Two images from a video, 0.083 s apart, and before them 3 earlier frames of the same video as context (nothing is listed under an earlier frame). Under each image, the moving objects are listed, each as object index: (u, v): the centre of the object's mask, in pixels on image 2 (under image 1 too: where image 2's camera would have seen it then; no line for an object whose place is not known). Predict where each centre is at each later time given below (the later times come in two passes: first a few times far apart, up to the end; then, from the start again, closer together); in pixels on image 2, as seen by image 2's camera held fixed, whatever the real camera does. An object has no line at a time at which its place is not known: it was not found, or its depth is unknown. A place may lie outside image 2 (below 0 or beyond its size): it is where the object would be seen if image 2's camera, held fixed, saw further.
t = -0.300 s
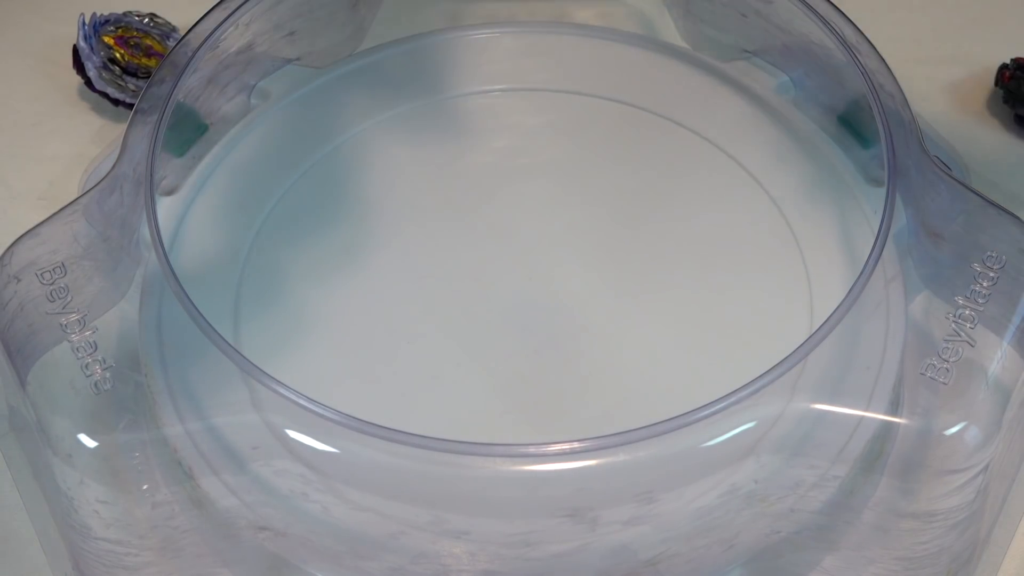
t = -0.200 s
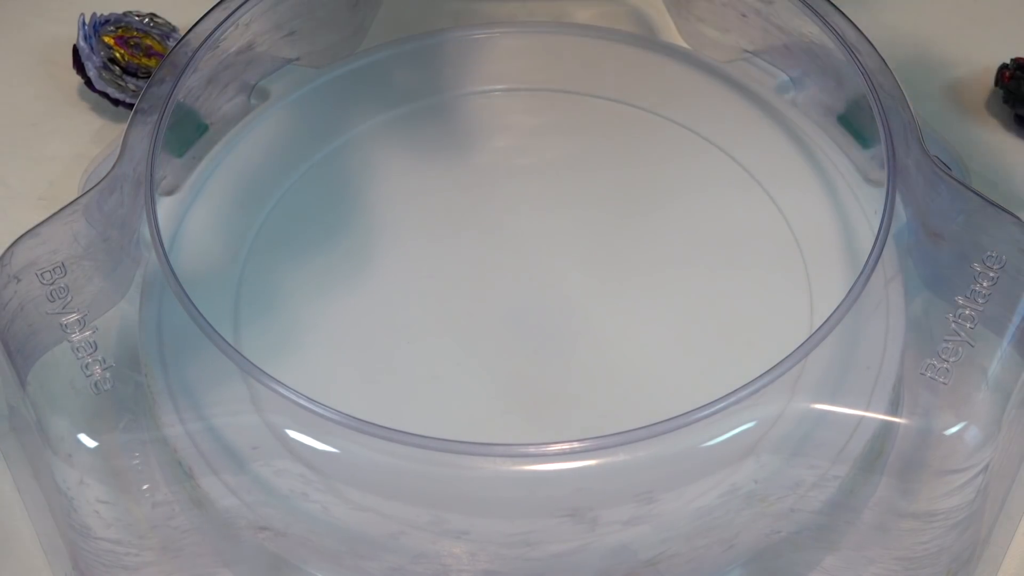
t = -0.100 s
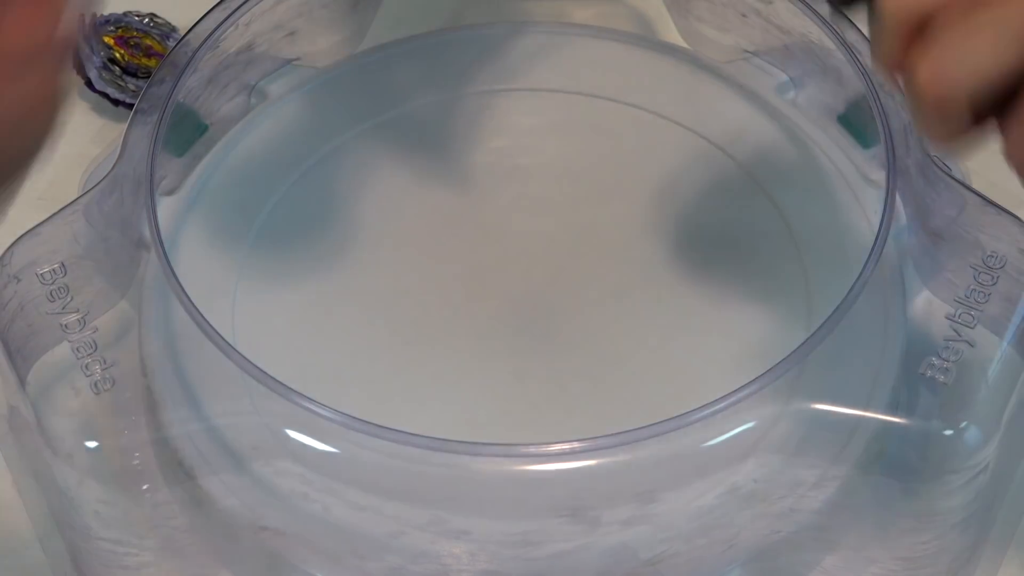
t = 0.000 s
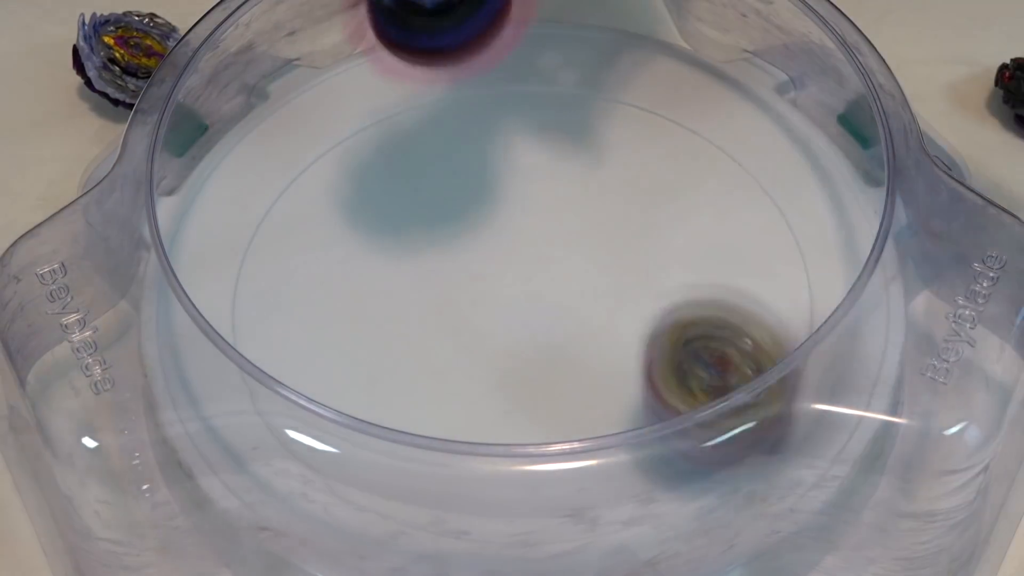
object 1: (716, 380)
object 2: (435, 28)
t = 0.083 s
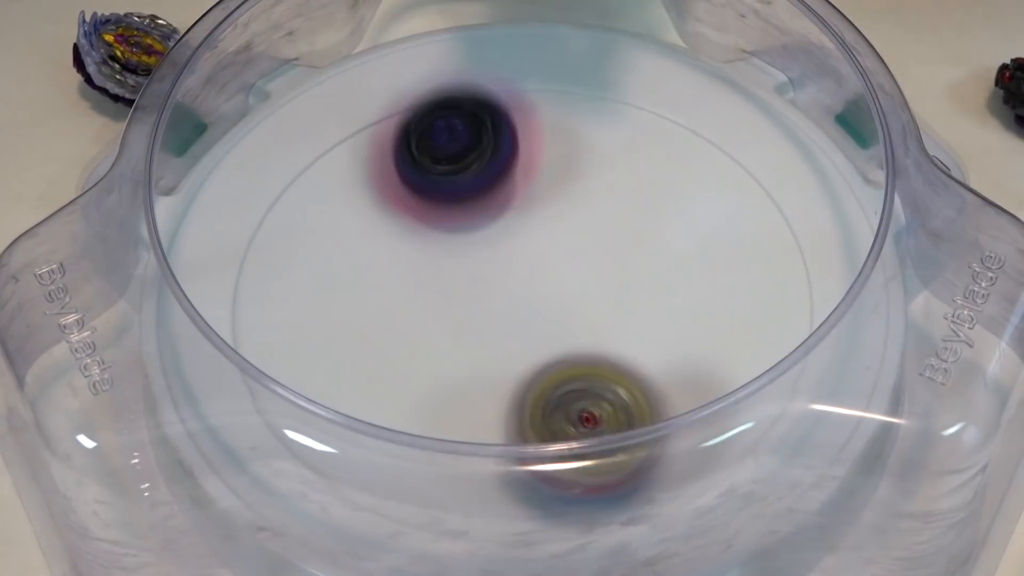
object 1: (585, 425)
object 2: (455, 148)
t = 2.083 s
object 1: (343, 112)
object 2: (254, 298)
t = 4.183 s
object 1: (635, 334)
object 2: (746, 420)
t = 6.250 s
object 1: (612, 207)
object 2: (556, 524)
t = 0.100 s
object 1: (558, 432)
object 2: (456, 157)
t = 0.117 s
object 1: (531, 426)
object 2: (456, 160)
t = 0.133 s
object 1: (501, 417)
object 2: (456, 168)
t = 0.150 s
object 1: (477, 402)
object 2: (457, 181)
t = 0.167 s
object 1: (455, 397)
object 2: (460, 194)
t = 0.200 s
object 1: (411, 384)
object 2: (470, 220)
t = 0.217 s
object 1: (393, 376)
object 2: (477, 238)
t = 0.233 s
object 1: (377, 367)
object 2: (486, 254)
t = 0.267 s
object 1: (352, 344)
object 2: (506, 289)
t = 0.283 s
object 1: (344, 333)
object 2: (519, 307)
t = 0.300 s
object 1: (337, 321)
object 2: (532, 324)
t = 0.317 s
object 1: (333, 311)
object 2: (547, 344)
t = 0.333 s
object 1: (332, 299)
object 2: (563, 361)
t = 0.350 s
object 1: (332, 290)
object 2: (579, 378)
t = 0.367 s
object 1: (335, 280)
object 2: (596, 386)
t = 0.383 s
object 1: (340, 271)
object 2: (617, 403)
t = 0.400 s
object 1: (347, 264)
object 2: (635, 417)
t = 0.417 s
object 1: (355, 258)
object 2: (654, 424)
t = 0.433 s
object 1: (364, 254)
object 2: (674, 440)
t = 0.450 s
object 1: (374, 250)
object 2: (692, 446)
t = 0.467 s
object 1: (386, 248)
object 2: (707, 449)
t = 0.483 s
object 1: (397, 247)
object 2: (710, 437)
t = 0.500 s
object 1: (409, 247)
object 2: (712, 430)
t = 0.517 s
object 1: (422, 248)
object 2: (713, 424)
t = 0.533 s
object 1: (434, 249)
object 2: (713, 418)
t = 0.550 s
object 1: (446, 248)
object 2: (710, 403)
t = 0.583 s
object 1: (471, 246)
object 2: (707, 380)
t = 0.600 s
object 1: (484, 243)
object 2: (705, 369)
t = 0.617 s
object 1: (496, 240)
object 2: (701, 350)
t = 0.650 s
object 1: (519, 230)
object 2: (699, 326)
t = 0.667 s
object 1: (530, 225)
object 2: (695, 311)
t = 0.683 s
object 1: (539, 218)
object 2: (693, 297)
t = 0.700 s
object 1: (547, 213)
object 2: (690, 282)
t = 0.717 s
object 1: (552, 205)
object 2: (690, 269)
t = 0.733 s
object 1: (554, 189)
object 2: (689, 261)
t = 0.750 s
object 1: (557, 178)
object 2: (688, 254)
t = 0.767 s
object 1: (559, 169)
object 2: (687, 246)
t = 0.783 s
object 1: (559, 158)
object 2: (683, 240)
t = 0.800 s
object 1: (557, 142)
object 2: (678, 233)
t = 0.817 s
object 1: (554, 132)
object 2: (672, 227)
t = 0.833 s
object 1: (552, 126)
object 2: (664, 223)
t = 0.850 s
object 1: (550, 121)
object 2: (656, 217)
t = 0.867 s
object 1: (545, 112)
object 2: (646, 213)
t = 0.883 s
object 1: (540, 107)
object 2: (633, 210)
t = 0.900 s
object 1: (535, 102)
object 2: (620, 209)
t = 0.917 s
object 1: (528, 98)
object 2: (606, 207)
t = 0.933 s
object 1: (520, 95)
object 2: (590, 209)
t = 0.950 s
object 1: (515, 92)
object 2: (574, 213)
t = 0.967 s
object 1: (507, 90)
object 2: (558, 219)
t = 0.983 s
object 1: (499, 89)
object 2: (541, 226)
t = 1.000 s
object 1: (490, 90)
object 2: (525, 233)
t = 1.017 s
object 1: (480, 92)
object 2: (510, 242)
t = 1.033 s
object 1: (470, 96)
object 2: (495, 252)
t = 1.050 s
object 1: (460, 102)
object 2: (481, 263)
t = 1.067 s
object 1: (449, 108)
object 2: (469, 274)
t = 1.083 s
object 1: (436, 115)
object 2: (458, 287)
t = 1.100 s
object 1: (423, 124)
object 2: (448, 301)
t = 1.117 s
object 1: (411, 134)
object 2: (440, 314)
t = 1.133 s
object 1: (397, 145)
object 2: (433, 330)
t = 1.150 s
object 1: (383, 156)
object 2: (427, 343)
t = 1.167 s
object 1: (368, 168)
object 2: (423, 357)
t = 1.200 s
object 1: (340, 202)
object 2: (421, 382)
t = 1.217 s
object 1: (328, 218)
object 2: (423, 390)
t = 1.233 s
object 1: (319, 235)
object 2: (423, 411)
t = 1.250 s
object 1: (312, 256)
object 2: (426, 427)
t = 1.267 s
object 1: (307, 278)
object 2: (433, 440)
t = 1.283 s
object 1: (305, 302)
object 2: (440, 453)
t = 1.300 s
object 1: (308, 321)
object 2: (451, 469)
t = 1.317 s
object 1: (317, 339)
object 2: (463, 478)
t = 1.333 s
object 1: (330, 354)
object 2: (478, 487)
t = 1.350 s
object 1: (338, 382)
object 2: (495, 506)
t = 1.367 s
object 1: (355, 407)
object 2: (515, 508)
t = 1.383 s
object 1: (373, 413)
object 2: (536, 507)
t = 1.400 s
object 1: (387, 428)
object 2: (562, 505)
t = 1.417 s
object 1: (403, 436)
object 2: (590, 498)
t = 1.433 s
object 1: (422, 438)
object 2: (618, 476)
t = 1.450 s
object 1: (436, 453)
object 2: (640, 459)
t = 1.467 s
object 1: (455, 455)
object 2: (661, 444)
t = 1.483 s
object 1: (478, 457)
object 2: (680, 430)
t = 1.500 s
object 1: (499, 446)
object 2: (703, 421)
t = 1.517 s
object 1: (521, 446)
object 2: (724, 398)
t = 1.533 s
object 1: (546, 443)
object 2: (746, 380)
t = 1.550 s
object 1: (568, 437)
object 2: (762, 359)
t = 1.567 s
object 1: (592, 425)
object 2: (776, 339)
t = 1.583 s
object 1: (616, 418)
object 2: (782, 317)
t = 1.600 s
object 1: (633, 400)
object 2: (778, 291)
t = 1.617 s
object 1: (657, 391)
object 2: (783, 271)
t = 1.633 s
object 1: (676, 376)
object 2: (783, 250)
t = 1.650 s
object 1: (687, 353)
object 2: (779, 227)
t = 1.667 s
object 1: (703, 337)
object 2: (767, 206)
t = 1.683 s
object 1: (720, 321)
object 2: (752, 186)
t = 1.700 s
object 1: (735, 303)
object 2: (736, 166)
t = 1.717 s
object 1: (740, 277)
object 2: (718, 148)
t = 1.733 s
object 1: (749, 260)
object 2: (699, 131)
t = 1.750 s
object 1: (754, 240)
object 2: (676, 115)
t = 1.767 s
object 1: (757, 216)
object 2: (652, 103)
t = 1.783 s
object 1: (758, 195)
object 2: (628, 92)
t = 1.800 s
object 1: (756, 176)
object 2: (602, 85)
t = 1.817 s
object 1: (751, 155)
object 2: (575, 81)
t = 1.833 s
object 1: (743, 134)
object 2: (547, 79)
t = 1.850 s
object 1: (737, 121)
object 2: (516, 79)
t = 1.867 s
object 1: (719, 109)
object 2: (487, 81)
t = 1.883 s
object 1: (696, 104)
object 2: (459, 85)
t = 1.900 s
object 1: (671, 95)
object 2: (428, 92)
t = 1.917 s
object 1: (645, 88)
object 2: (400, 99)
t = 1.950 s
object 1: (592, 74)
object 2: (344, 121)
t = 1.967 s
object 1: (565, 68)
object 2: (320, 138)
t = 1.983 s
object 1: (534, 63)
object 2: (304, 156)
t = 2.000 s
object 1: (504, 61)
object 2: (284, 178)
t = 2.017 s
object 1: (472, 65)
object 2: (270, 196)
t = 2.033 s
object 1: (440, 75)
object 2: (255, 220)
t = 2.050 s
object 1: (406, 84)
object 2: (246, 246)
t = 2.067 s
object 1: (374, 98)
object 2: (247, 274)
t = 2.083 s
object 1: (343, 112)
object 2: (254, 298)
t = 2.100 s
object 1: (315, 136)
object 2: (253, 331)
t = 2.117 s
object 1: (290, 158)
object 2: (265, 359)
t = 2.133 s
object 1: (268, 186)
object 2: (280, 384)
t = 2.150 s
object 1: (253, 219)
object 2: (301, 410)
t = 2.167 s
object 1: (242, 253)
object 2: (324, 433)
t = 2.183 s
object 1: (247, 285)
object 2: (354, 453)
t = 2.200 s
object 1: (260, 314)
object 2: (387, 471)
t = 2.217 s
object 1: (265, 361)
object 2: (418, 496)
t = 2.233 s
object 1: (293, 393)
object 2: (454, 499)
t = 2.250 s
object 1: (320, 429)
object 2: (492, 507)
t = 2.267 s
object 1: (366, 458)
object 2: (532, 506)
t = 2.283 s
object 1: (403, 472)
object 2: (584, 499)
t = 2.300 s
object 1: (442, 498)
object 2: (634, 470)
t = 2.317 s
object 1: (482, 504)
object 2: (681, 447)
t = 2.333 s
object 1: (531, 504)
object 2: (727, 428)
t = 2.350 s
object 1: (574, 498)
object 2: (772, 411)
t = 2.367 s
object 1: (621, 492)
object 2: (812, 391)
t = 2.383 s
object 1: (661, 465)
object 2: (853, 374)
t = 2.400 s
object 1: (700, 444)
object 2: (878, 344)
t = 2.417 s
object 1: (736, 419)
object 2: (896, 317)
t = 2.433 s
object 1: (768, 391)
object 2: (909, 297)
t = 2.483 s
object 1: (723, 327)
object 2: (884, 303)
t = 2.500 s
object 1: (697, 306)
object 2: (865, 322)
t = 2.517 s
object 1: (670, 286)
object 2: (841, 342)
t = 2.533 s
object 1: (641, 262)
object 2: (816, 358)
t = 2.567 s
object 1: (582, 215)
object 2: (761, 376)
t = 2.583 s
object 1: (554, 190)
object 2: (734, 392)
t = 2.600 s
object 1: (525, 167)
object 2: (707, 405)
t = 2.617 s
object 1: (494, 145)
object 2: (679, 416)
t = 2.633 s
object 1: (462, 121)
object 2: (650, 426)
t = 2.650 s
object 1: (434, 101)
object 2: (621, 433)
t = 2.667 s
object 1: (405, 84)
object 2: (590, 439)
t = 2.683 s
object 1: (377, 65)
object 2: (564, 456)
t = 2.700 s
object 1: (352, 55)
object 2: (536, 459)
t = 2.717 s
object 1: (340, 63)
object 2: (509, 460)
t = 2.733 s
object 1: (329, 80)
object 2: (478, 463)
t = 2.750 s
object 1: (321, 103)
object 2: (451, 466)
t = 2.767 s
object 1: (311, 130)
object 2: (425, 463)
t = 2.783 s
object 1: (305, 152)
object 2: (402, 458)
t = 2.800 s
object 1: (300, 176)
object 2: (381, 444)
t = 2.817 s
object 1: (297, 207)
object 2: (362, 435)
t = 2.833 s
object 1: (295, 237)
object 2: (344, 428)
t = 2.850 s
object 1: (295, 264)
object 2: (331, 410)
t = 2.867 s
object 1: (302, 289)
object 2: (312, 418)
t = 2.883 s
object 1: (318, 284)
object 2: (299, 441)
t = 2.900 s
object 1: (332, 277)
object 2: (289, 465)
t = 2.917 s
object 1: (348, 271)
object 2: (294, 475)
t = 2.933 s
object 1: (363, 265)
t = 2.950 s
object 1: (377, 257)
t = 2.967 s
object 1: (392, 252)
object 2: (384, 449)
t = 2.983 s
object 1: (407, 246)
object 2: (417, 448)
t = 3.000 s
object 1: (422, 240)
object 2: (452, 455)
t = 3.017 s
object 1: (437, 235)
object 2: (481, 436)
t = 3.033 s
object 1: (451, 229)
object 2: (506, 416)
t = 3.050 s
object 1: (464, 222)
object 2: (531, 395)
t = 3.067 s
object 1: (476, 216)
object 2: (553, 389)
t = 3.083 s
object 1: (488, 209)
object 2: (573, 375)
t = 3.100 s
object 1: (499, 204)
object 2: (594, 361)
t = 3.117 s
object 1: (509, 196)
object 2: (614, 346)
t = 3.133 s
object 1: (520, 192)
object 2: (628, 330)
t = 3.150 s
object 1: (530, 189)
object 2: (643, 314)
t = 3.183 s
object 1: (550, 188)
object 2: (666, 283)
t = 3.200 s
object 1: (556, 185)
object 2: (676, 267)
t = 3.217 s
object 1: (563, 184)
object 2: (685, 251)
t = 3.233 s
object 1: (567, 185)
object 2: (692, 239)
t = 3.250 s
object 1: (564, 179)
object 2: (703, 230)
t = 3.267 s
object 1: (559, 176)
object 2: (713, 220)
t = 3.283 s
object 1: (554, 174)
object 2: (721, 210)
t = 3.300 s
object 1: (548, 169)
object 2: (727, 202)
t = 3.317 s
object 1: (541, 166)
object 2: (730, 194)
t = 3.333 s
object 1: (535, 164)
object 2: (734, 187)
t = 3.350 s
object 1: (528, 160)
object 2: (735, 181)
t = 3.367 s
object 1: (521, 159)
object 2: (735, 175)
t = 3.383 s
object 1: (513, 156)
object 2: (734, 170)
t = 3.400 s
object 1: (505, 155)
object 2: (734, 166)
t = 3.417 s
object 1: (496, 153)
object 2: (731, 163)
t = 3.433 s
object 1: (488, 152)
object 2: (728, 161)
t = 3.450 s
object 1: (480, 152)
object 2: (724, 159)
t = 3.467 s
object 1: (472, 152)
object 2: (718, 157)
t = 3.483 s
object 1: (464, 152)
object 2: (712, 156)
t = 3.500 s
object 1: (455, 153)
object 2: (705, 155)
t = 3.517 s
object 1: (447, 154)
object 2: (696, 155)
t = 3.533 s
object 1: (440, 156)
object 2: (686, 158)
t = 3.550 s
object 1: (434, 160)
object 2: (674, 161)
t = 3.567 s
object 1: (429, 164)
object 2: (662, 165)
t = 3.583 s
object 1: (426, 170)
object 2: (649, 170)
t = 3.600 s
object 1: (425, 176)
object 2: (634, 178)
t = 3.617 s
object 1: (426, 183)
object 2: (620, 186)
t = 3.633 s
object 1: (429, 191)
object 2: (604, 197)
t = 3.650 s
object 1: (435, 199)
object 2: (589, 208)
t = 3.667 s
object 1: (442, 207)
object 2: (575, 220)
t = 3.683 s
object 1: (426, 206)
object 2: (587, 239)
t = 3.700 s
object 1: (402, 205)
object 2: (604, 257)
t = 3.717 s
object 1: (381, 203)
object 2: (618, 279)
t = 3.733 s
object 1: (359, 201)
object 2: (633, 304)
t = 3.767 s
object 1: (325, 203)
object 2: (656, 348)
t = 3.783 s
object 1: (311, 207)
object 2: (666, 359)
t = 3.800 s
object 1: (298, 211)
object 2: (679, 380)
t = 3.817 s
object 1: (287, 217)
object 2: (689, 398)
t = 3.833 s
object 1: (278, 225)
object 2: (700, 408)
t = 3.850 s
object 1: (272, 235)
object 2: (709, 421)
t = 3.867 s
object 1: (268, 247)
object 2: (716, 429)
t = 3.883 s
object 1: (268, 260)
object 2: (721, 431)
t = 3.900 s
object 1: (270, 275)
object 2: (726, 439)
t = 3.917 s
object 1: (276, 290)
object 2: (732, 451)
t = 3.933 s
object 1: (285, 305)
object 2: (737, 451)
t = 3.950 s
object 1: (299, 321)
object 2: (743, 454)
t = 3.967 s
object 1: (315, 335)
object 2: (746, 454)
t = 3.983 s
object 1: (334, 349)
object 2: (749, 456)
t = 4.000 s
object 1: (357, 362)
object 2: (749, 456)
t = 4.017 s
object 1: (382, 372)
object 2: (749, 457)
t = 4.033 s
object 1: (409, 381)
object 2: (747, 458)
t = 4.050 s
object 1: (438, 389)
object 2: (744, 458)
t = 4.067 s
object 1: (469, 393)
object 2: (741, 457)
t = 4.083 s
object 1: (500, 395)
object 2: (730, 444)
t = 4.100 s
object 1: (532, 394)
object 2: (725, 436)
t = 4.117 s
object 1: (561, 390)
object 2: (721, 437)
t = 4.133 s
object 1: (583, 383)
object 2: (725, 430)
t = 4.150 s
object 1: (600, 370)
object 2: (734, 424)
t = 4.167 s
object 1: (618, 357)
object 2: (741, 422)
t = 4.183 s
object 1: (635, 334)
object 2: (746, 420)
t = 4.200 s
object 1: (651, 316)
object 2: (748, 418)
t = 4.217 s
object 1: (666, 295)
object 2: (747, 416)
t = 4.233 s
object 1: (679, 274)
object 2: (744, 416)
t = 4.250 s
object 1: (686, 250)
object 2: (738, 415)
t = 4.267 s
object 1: (691, 230)
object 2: (731, 417)
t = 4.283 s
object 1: (696, 209)
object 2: (721, 414)
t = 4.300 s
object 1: (697, 188)
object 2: (705, 406)
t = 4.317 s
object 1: (696, 170)
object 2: (690, 400)
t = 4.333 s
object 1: (692, 149)
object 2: (677, 396)
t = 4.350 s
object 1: (689, 131)
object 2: (661, 386)
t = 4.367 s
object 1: (680, 112)
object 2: (647, 385)
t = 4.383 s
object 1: (669, 99)
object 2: (635, 383)
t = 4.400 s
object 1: (657, 85)
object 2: (625, 382)
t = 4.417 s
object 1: (643, 75)
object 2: (617, 381)
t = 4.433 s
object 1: (626, 70)
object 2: (611, 379)
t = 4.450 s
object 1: (605, 69)
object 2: (605, 377)
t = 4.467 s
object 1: (585, 68)
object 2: (600, 377)
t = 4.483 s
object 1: (565, 68)
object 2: (594, 377)
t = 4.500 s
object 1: (543, 68)
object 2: (587, 378)
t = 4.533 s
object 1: (500, 74)
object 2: (571, 378)
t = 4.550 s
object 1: (480, 81)
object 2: (565, 377)
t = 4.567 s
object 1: (462, 88)
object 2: (558, 374)
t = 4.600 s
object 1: (427, 108)
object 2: (548, 372)
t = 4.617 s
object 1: (412, 117)
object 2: (542, 371)
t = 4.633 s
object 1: (398, 130)
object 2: (535, 370)
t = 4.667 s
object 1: (374, 159)
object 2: (519, 367)
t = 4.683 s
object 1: (365, 176)
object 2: (510, 363)
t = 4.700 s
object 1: (361, 193)
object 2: (502, 361)
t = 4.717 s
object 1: (358, 211)
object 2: (494, 362)
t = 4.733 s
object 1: (359, 231)
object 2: (484, 360)
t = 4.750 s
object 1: (364, 249)
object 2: (476, 350)
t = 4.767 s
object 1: (363, 262)
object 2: (481, 354)
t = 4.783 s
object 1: (338, 252)
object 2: (512, 380)
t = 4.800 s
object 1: (315, 246)
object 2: (542, 391)
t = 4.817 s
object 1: (299, 237)
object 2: (569, 396)
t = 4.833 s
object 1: (285, 230)
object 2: (600, 422)
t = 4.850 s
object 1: (271, 224)
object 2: (627, 431)
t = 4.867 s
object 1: (259, 220)
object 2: (654, 452)
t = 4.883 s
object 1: (252, 219)
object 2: (673, 456)
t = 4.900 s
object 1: (249, 218)
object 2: (693, 465)
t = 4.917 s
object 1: (248, 220)
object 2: (706, 464)
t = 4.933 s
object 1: (249, 225)
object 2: (715, 462)
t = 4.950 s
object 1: (255, 233)
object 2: (723, 461)
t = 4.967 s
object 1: (262, 243)
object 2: (727, 461)
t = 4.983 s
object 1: (270, 252)
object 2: (730, 461)
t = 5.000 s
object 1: (277, 265)
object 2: (731, 460)
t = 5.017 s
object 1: (291, 277)
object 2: (730, 460)
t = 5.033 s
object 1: (306, 291)
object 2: (729, 460)
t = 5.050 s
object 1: (326, 303)
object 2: (727, 457)
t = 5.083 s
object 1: (364, 324)
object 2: (721, 454)
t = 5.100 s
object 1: (386, 331)
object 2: (719, 454)
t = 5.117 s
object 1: (412, 337)
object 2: (715, 454)
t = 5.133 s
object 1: (431, 339)
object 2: (705, 441)
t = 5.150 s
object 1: (456, 342)
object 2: (700, 439)
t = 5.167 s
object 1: (480, 341)
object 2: (695, 436)
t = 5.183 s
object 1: (506, 339)
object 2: (689, 433)
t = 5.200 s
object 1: (524, 334)
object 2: (684, 429)
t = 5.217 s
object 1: (548, 330)
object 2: (681, 428)
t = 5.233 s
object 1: (569, 322)
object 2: (675, 418)
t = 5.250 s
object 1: (590, 311)
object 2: (672, 419)
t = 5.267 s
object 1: (605, 302)
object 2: (671, 419)
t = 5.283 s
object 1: (622, 291)
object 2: (668, 418)
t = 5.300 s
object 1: (638, 279)
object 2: (667, 417)
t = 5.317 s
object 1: (649, 264)
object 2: (666, 417)
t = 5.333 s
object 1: (660, 254)
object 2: (667, 417)
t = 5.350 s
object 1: (668, 240)
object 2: (666, 417)
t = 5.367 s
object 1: (675, 225)
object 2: (666, 417)
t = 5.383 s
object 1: (677, 211)
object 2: (666, 417)
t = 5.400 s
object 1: (680, 198)
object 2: (666, 417)
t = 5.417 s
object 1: (679, 183)
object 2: (666, 416)
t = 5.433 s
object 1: (675, 168)
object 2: (666, 416)
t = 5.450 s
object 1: (671, 156)
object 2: (666, 417)
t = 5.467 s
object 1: (665, 144)
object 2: (666, 417)
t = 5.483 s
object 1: (657, 130)
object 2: (666, 417)
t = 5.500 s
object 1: (646, 120)
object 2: (666, 417)
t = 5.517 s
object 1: (634, 112)
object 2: (665, 417)
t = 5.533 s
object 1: (622, 103)
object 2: (665, 417)
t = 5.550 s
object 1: (606, 98)
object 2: (665, 417)
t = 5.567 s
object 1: (592, 95)
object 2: (666, 417)
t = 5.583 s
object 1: (580, 94)
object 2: (666, 417)
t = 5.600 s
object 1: (563, 92)
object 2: (666, 417)
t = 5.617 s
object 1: (548, 95)
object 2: (666, 417)
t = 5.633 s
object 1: (534, 100)
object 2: (666, 417)
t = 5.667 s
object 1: (504, 108)
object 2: (666, 417)
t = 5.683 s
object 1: (491, 116)
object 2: (666, 417)
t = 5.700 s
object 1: (480, 124)
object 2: (666, 417)
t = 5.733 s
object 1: (455, 143)
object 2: (666, 417)
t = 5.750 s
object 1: (447, 156)
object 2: (666, 417)
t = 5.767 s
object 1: (439, 167)
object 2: (666, 417)
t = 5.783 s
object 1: (432, 180)
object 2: (666, 417)
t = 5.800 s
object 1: (427, 193)
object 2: (666, 417)
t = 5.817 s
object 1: (427, 206)
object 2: (666, 417)
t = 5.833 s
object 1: (424, 219)
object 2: (666, 417)
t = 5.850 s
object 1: (424, 233)
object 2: (666, 417)
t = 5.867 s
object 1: (428, 248)
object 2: (666, 417)
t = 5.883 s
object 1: (433, 259)
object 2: (666, 417)
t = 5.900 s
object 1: (437, 273)
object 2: (666, 416)
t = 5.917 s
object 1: (446, 285)
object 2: (666, 416)
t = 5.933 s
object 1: (457, 296)
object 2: (666, 417)
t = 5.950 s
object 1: (465, 306)
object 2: (666, 417)
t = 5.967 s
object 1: (478, 318)
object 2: (666, 417)
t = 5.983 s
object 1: (493, 327)
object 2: (665, 417)
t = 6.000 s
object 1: (505, 333)
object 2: (666, 417)
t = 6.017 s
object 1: (519, 341)
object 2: (665, 416)
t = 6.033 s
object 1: (535, 347)
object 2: (665, 416)
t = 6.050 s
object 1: (548, 345)
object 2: (665, 420)
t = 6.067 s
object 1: (562, 329)
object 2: (664, 441)
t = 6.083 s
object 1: (576, 311)
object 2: (661, 463)
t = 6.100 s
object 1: (586, 295)
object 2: (656, 480)
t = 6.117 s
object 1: (597, 282)
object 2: (643, 492)
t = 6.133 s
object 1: (602, 268)
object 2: (634, 502)
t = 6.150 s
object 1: (610, 256)
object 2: (625, 516)
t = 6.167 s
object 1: (612, 244)
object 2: (618, 520)
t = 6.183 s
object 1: (617, 235)
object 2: (605, 526)
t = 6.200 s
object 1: (617, 223)
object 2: (594, 526)
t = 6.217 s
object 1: (618, 218)
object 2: (580, 525)
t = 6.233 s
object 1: (615, 209)
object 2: (567, 525)
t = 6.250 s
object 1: (612, 207)
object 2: (556, 524)
